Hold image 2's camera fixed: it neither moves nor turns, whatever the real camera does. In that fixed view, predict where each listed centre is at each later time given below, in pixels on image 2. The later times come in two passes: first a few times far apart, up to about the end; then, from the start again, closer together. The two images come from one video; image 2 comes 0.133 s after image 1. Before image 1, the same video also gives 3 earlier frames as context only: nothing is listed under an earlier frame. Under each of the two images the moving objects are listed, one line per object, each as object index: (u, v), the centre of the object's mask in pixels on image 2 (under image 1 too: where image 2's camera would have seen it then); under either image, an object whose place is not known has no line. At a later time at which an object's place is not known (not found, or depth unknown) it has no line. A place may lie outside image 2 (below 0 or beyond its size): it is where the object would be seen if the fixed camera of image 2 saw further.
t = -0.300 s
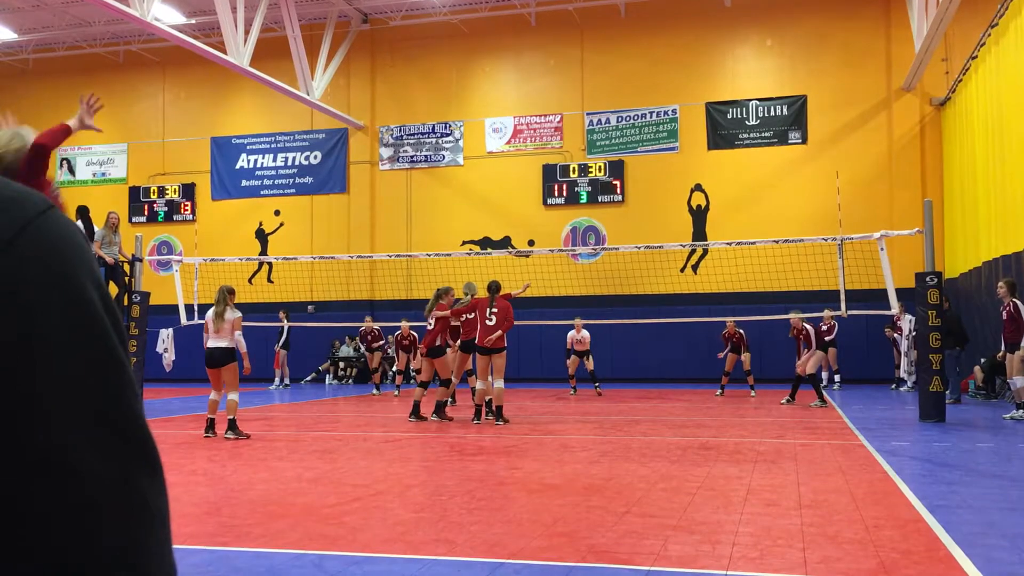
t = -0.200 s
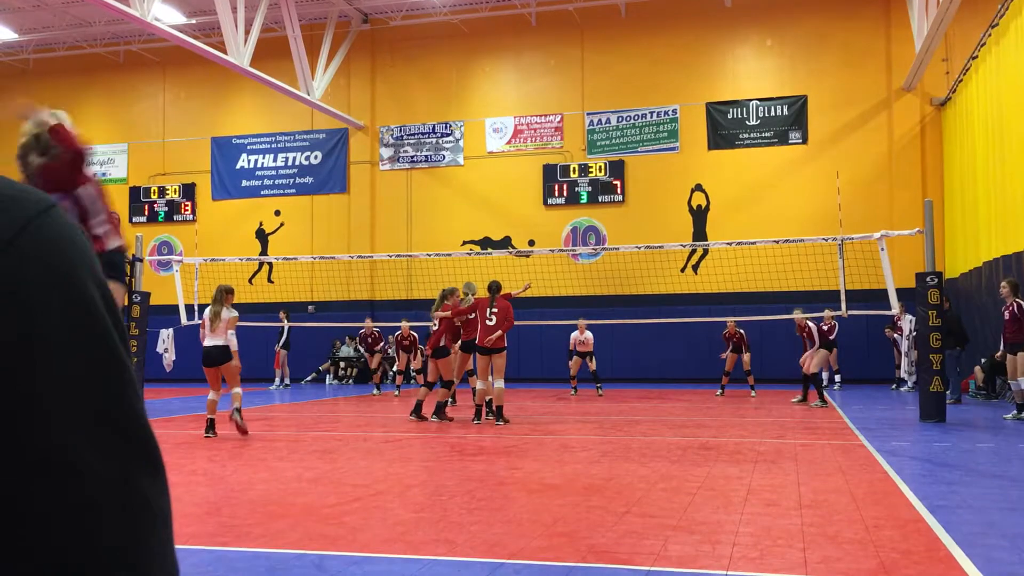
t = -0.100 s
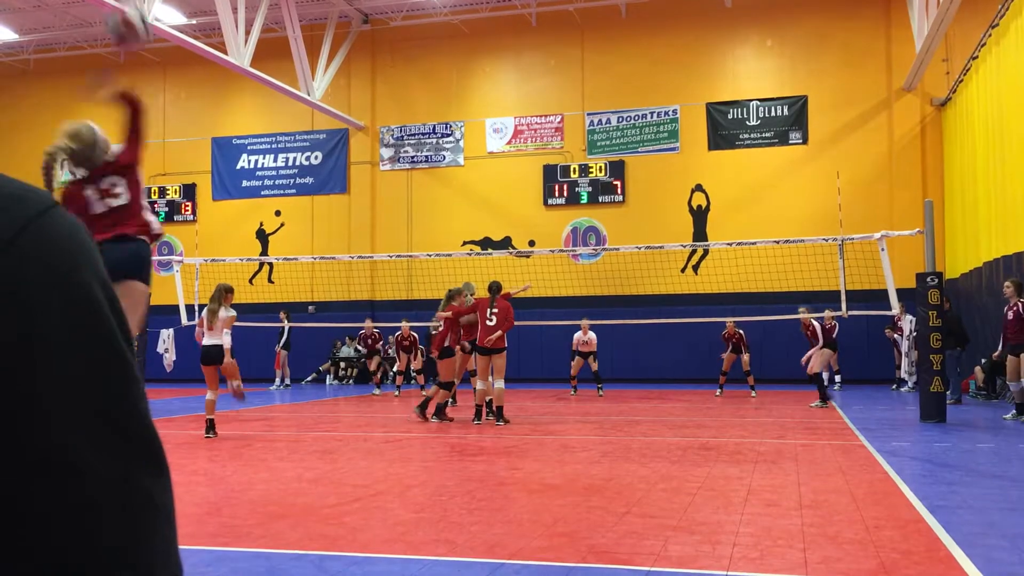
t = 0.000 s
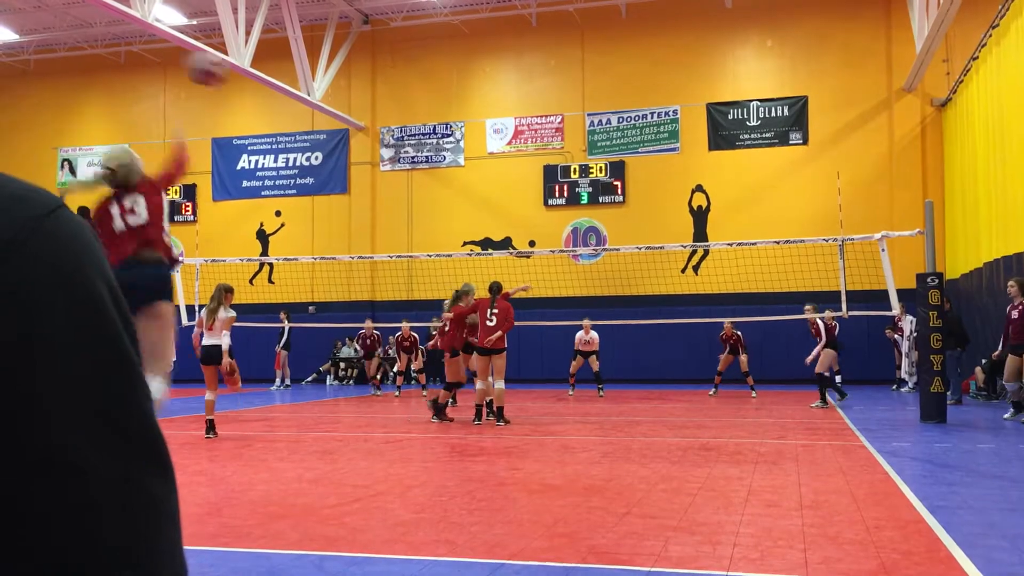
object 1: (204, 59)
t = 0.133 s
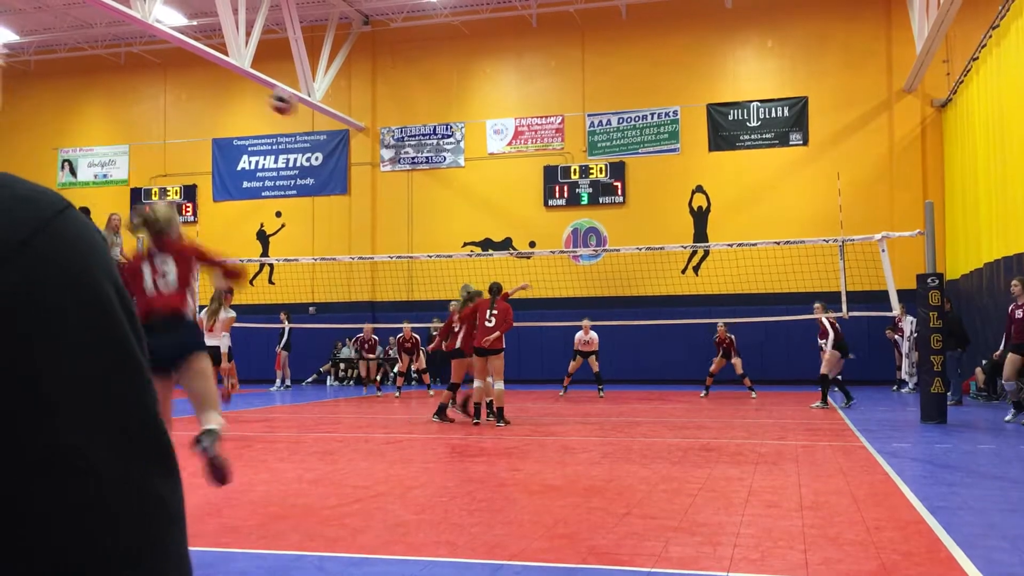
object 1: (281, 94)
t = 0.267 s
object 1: (327, 128)
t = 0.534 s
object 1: (376, 203)
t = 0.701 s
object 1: (398, 249)
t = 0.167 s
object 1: (296, 103)
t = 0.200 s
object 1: (308, 111)
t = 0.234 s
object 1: (319, 120)
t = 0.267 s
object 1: (327, 128)
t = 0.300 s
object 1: (333, 135)
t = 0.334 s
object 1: (341, 144)
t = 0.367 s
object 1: (347, 155)
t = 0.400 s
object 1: (357, 165)
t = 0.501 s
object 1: (372, 192)
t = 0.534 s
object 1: (376, 203)
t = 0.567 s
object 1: (382, 212)
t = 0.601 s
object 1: (387, 220)
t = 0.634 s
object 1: (391, 229)
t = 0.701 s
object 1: (398, 249)
